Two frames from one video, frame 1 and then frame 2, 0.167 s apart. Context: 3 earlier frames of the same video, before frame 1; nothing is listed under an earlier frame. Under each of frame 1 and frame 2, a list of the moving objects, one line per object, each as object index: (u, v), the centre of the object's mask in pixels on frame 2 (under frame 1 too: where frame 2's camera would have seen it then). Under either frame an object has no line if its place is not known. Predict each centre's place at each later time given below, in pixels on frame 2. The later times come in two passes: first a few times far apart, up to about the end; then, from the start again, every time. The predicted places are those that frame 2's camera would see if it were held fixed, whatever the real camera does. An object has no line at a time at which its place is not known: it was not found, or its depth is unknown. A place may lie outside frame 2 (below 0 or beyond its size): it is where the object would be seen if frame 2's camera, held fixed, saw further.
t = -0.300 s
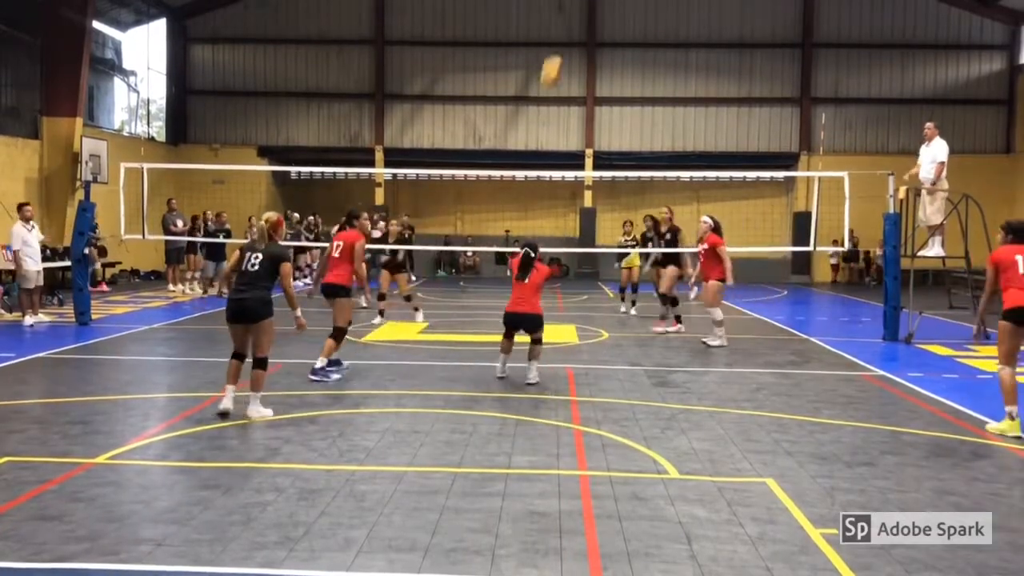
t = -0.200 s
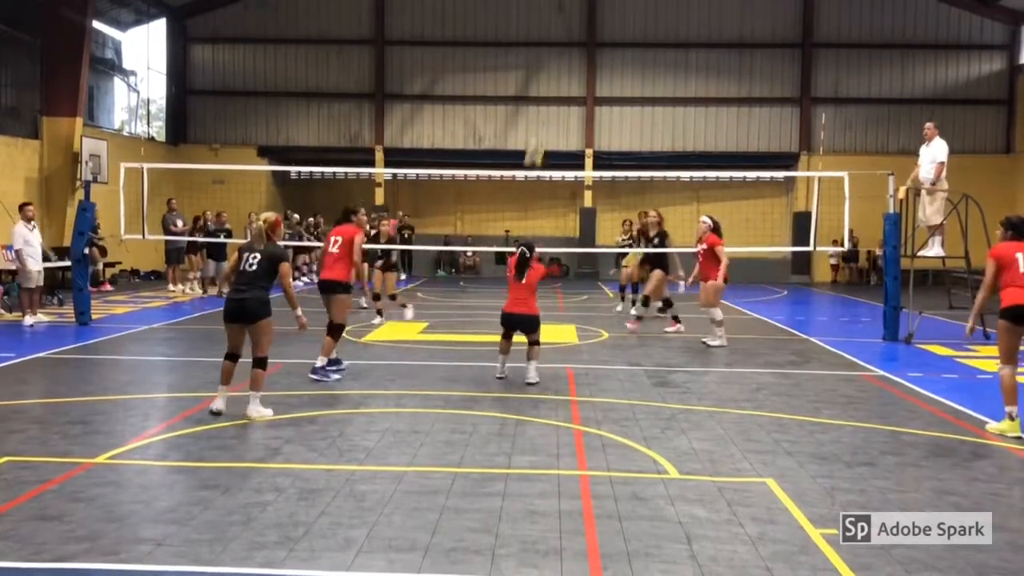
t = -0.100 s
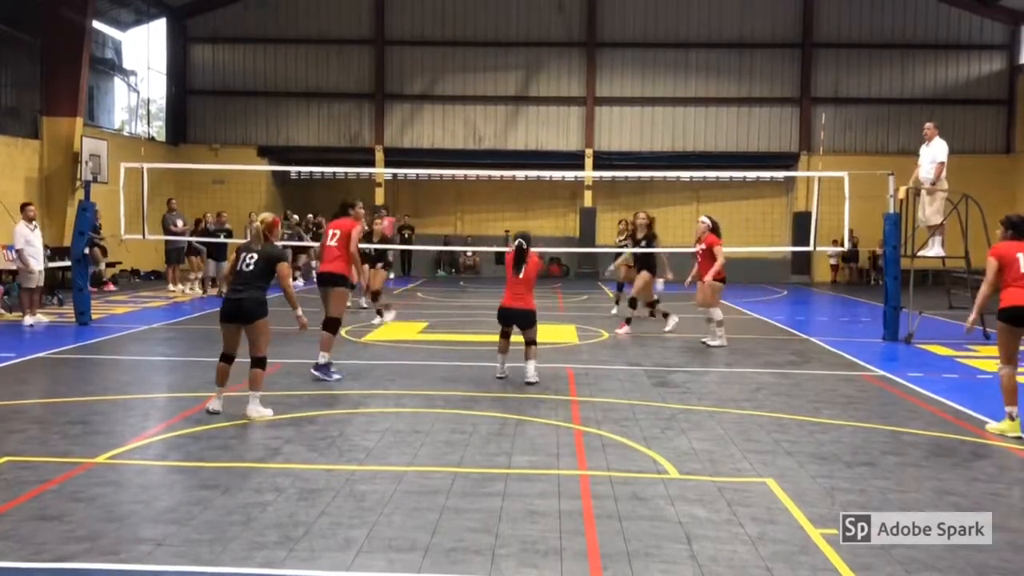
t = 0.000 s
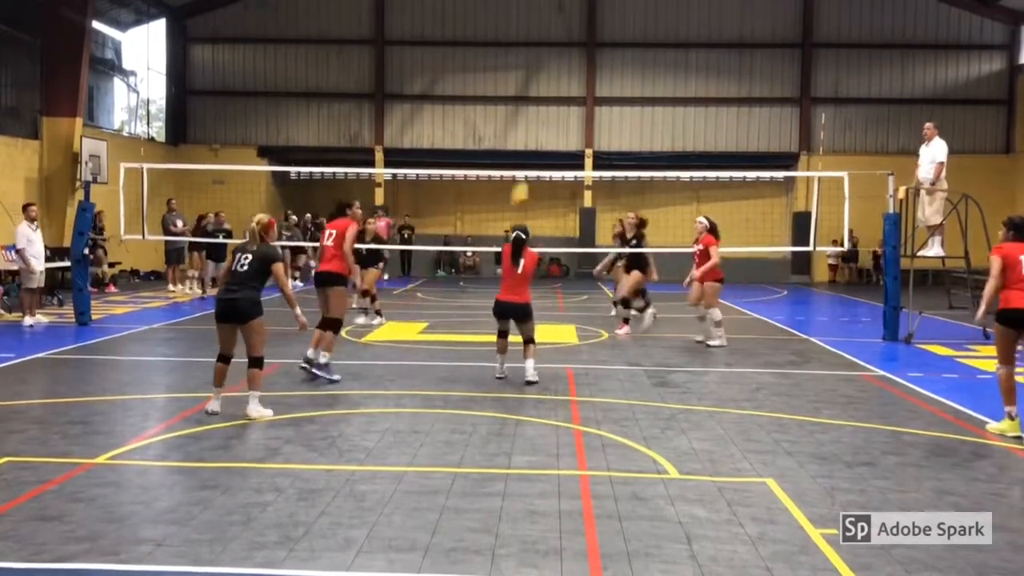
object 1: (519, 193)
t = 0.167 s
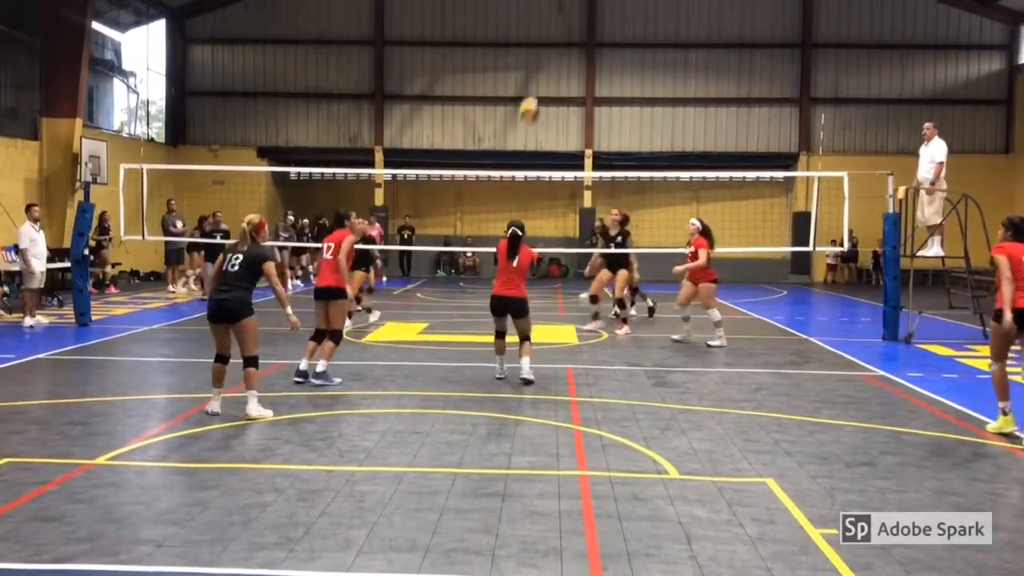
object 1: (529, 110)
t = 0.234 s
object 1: (532, 83)
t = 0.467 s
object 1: (543, 31)
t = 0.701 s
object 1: (552, 30)
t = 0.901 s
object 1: (559, 65)
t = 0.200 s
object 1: (530, 95)
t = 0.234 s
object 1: (532, 83)
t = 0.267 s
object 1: (533, 72)
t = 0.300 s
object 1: (535, 63)
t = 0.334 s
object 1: (537, 54)
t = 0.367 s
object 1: (539, 48)
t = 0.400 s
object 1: (540, 40)
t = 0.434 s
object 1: (542, 35)
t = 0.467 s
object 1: (543, 31)
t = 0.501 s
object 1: (545, 28)
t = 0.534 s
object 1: (546, 26)
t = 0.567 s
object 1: (547, 25)
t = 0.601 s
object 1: (548, 25)
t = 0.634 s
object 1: (549, 26)
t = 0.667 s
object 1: (551, 27)
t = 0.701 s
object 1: (552, 30)
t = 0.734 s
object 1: (553, 34)
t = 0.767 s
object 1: (555, 38)
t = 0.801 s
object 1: (556, 43)
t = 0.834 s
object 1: (557, 50)
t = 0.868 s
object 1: (558, 57)
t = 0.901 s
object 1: (559, 65)
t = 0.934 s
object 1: (559, 74)
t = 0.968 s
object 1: (561, 82)
